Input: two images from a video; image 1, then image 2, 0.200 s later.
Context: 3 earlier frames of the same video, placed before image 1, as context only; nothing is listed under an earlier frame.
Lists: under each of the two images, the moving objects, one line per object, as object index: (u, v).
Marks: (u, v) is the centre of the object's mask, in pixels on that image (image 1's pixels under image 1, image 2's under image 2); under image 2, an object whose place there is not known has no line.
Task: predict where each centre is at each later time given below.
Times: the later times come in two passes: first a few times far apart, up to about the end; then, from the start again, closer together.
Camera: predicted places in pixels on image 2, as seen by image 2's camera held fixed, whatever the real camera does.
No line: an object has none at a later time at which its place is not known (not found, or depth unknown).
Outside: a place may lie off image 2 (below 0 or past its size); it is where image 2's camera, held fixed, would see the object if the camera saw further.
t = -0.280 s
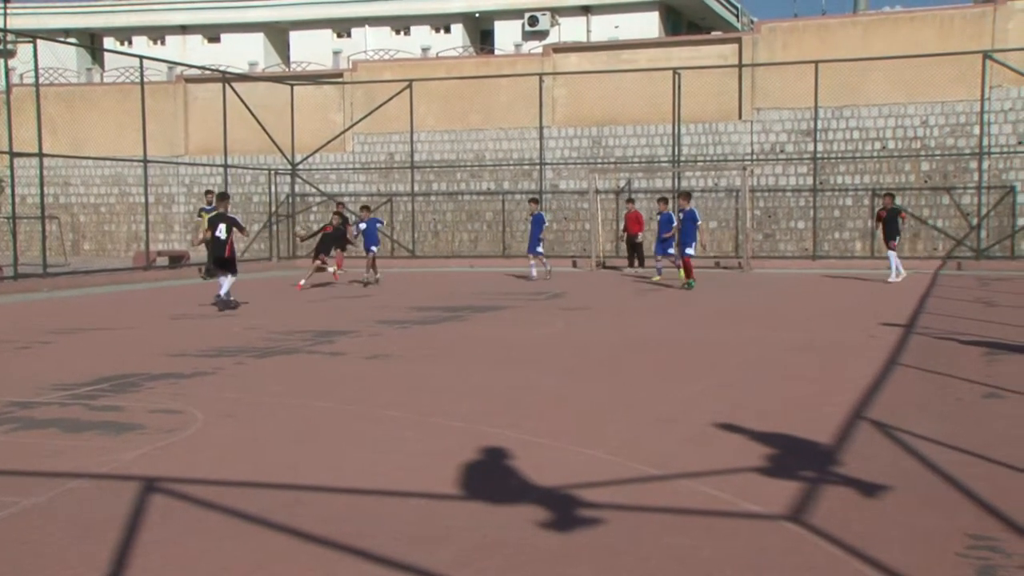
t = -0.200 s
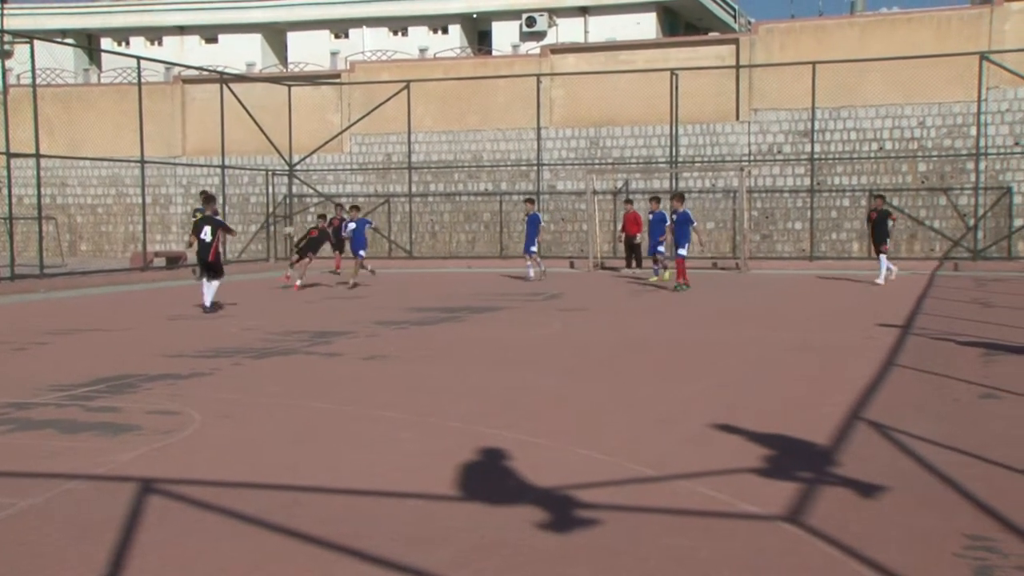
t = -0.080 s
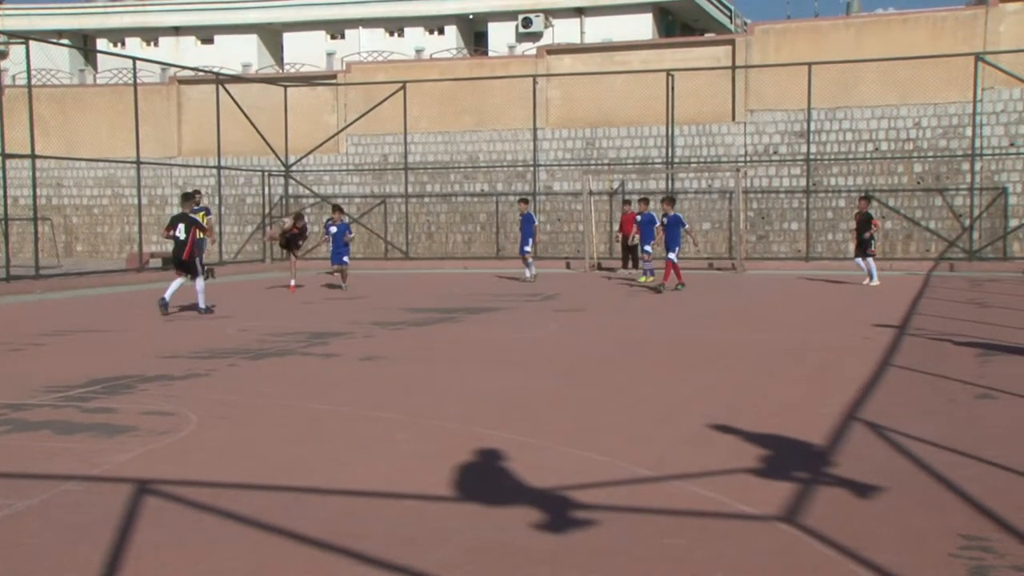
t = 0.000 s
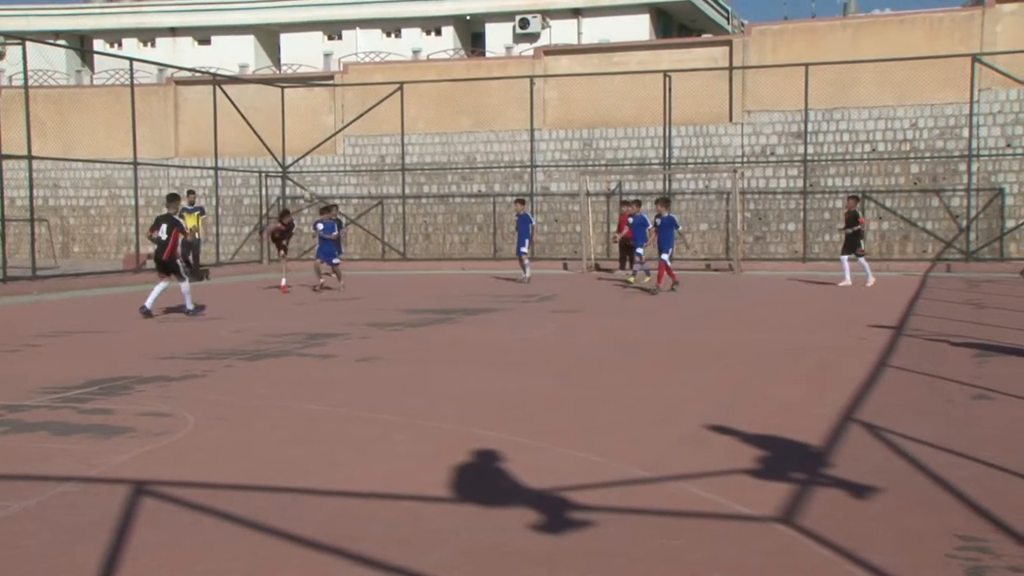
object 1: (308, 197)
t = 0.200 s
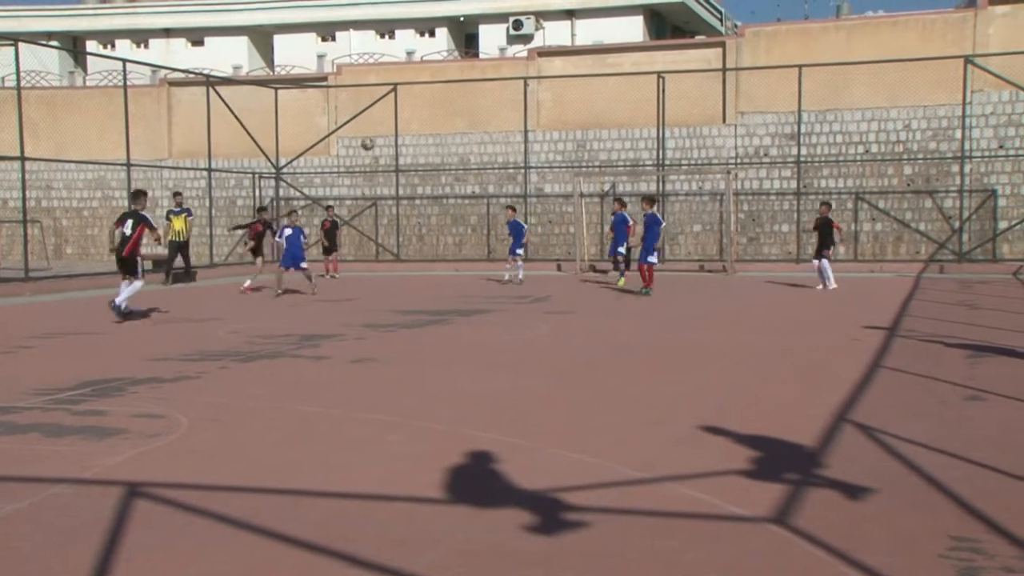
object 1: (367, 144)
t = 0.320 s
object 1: (404, 124)
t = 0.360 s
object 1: (417, 119)
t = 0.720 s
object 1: (529, 124)
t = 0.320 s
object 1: (404, 124)
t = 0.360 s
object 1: (417, 119)
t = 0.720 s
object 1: (529, 124)
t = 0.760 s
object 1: (540, 129)
